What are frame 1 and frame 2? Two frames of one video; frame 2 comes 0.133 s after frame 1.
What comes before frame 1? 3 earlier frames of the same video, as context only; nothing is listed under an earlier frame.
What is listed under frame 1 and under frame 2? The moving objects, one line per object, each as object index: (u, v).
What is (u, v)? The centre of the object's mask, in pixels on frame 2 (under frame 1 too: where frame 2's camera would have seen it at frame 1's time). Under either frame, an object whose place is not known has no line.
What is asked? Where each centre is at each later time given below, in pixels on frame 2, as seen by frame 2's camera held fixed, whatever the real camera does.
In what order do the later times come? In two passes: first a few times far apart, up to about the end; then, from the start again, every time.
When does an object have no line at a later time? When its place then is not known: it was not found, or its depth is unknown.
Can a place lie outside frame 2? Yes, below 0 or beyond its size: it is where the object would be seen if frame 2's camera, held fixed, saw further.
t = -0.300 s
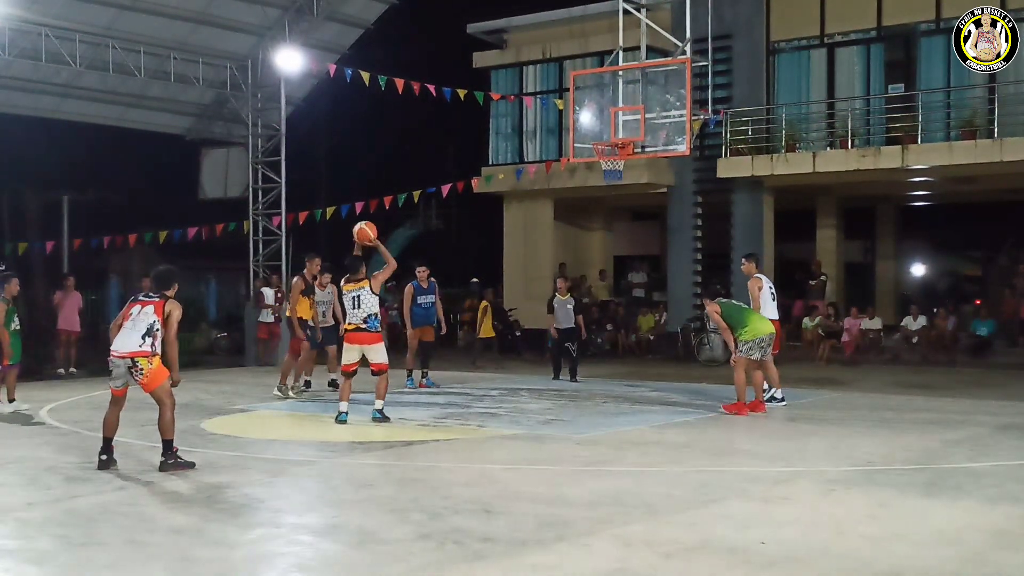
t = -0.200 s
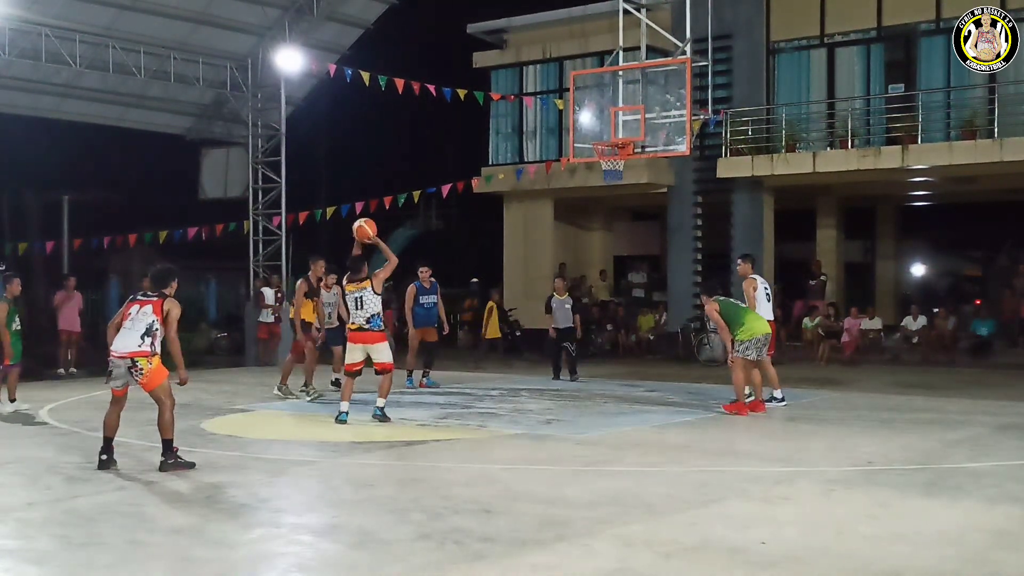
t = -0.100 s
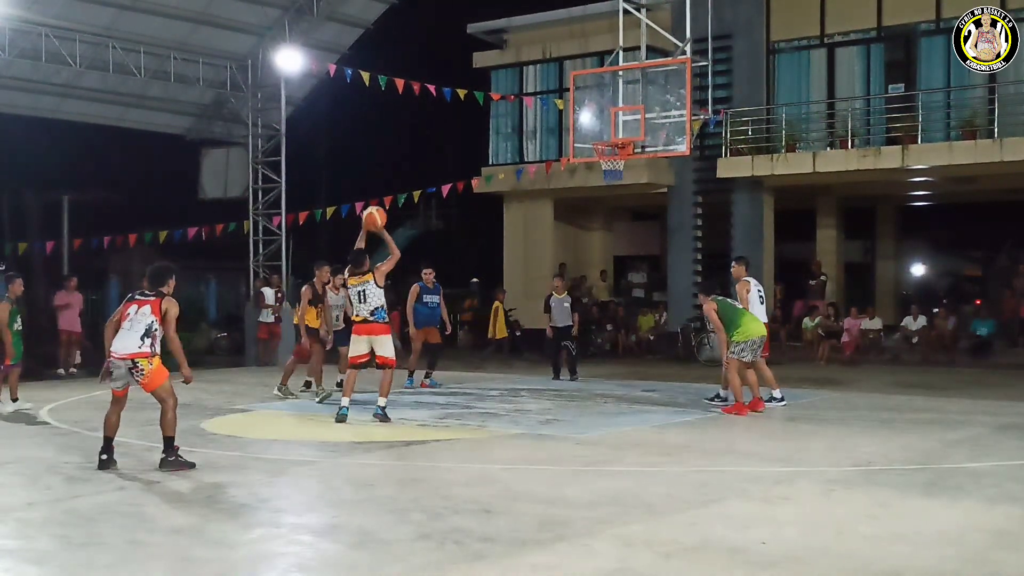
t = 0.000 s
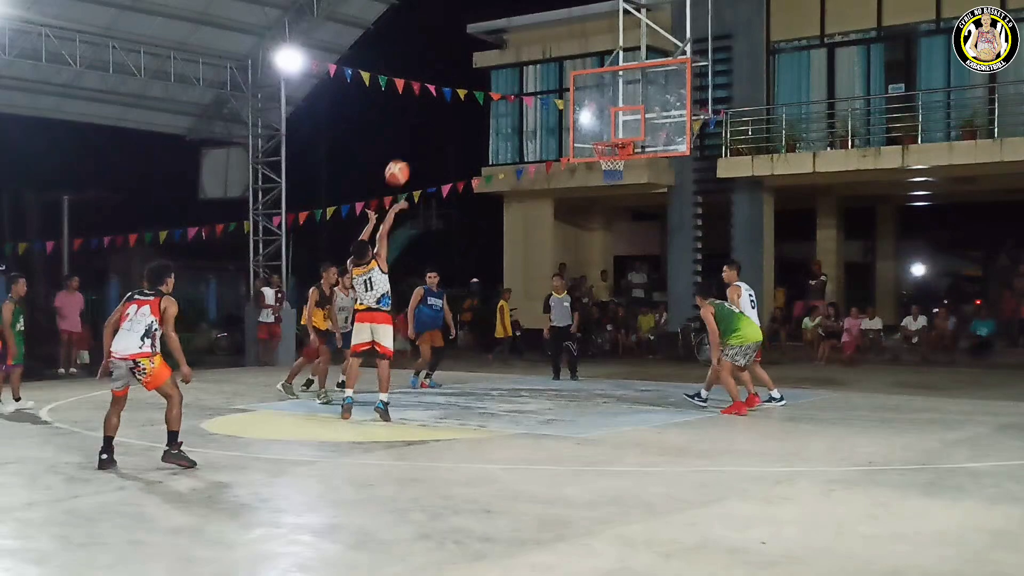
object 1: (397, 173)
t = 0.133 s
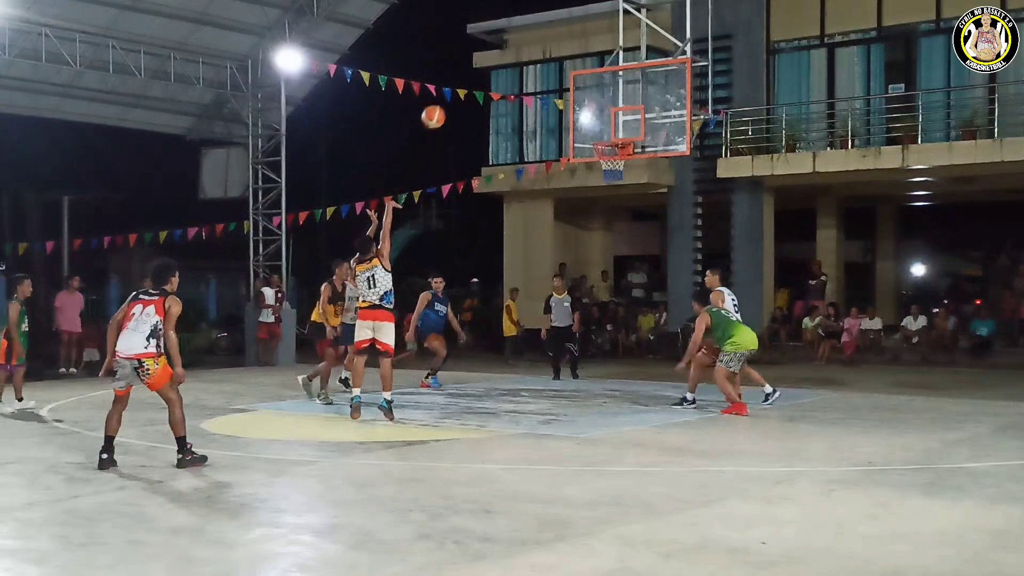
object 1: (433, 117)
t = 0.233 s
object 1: (459, 88)
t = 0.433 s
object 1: (505, 59)
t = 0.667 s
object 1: (553, 70)
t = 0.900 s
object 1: (596, 122)
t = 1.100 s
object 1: (613, 131)
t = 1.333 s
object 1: (612, 126)
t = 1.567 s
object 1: (600, 134)
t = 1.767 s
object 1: (606, 144)
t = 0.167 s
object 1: (442, 106)
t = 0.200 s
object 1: (450, 96)
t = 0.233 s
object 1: (459, 88)
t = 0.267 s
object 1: (467, 81)
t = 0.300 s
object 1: (474, 75)
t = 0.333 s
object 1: (482, 69)
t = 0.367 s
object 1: (490, 65)
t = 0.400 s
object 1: (497, 61)
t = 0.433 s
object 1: (505, 59)
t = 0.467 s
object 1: (512, 58)
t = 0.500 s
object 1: (519, 58)
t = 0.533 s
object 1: (526, 58)
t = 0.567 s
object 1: (533, 60)
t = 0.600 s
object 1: (539, 62)
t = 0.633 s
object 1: (546, 66)
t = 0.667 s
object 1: (553, 70)
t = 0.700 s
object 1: (559, 75)
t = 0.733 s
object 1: (565, 81)
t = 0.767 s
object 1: (571, 87)
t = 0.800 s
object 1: (578, 95)
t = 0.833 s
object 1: (583, 103)
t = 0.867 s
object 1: (590, 112)
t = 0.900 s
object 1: (596, 122)
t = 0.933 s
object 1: (601, 133)
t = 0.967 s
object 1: (604, 132)
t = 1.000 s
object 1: (607, 130)
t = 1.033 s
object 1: (609, 129)
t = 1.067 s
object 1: (611, 130)
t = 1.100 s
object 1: (613, 131)
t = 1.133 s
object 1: (615, 132)
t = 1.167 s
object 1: (618, 134)
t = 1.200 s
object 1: (620, 135)
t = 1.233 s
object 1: (618, 133)
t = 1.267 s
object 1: (616, 130)
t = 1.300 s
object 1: (614, 128)
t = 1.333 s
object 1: (612, 126)
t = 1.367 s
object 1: (609, 125)
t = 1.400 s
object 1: (607, 125)
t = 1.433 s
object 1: (605, 127)
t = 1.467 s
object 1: (603, 128)
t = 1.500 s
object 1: (601, 131)
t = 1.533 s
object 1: (600, 134)
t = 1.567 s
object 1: (600, 134)
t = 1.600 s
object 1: (600, 133)
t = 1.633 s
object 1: (601, 134)
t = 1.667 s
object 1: (602, 136)
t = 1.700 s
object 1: (603, 136)
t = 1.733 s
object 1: (604, 137)
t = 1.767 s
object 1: (606, 144)
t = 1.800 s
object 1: (607, 148)
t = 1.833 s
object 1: (608, 151)
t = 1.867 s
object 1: (623, 149)
